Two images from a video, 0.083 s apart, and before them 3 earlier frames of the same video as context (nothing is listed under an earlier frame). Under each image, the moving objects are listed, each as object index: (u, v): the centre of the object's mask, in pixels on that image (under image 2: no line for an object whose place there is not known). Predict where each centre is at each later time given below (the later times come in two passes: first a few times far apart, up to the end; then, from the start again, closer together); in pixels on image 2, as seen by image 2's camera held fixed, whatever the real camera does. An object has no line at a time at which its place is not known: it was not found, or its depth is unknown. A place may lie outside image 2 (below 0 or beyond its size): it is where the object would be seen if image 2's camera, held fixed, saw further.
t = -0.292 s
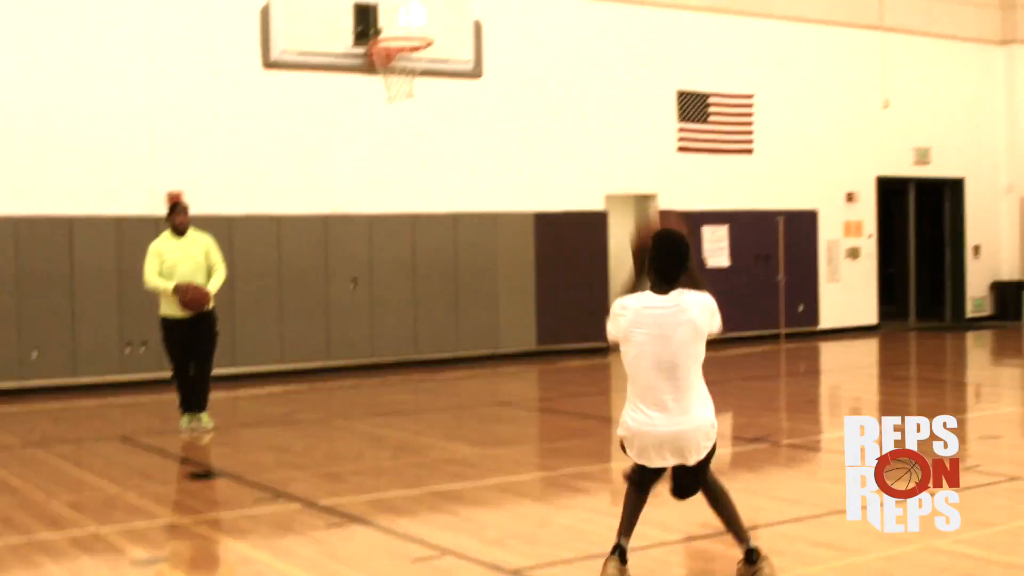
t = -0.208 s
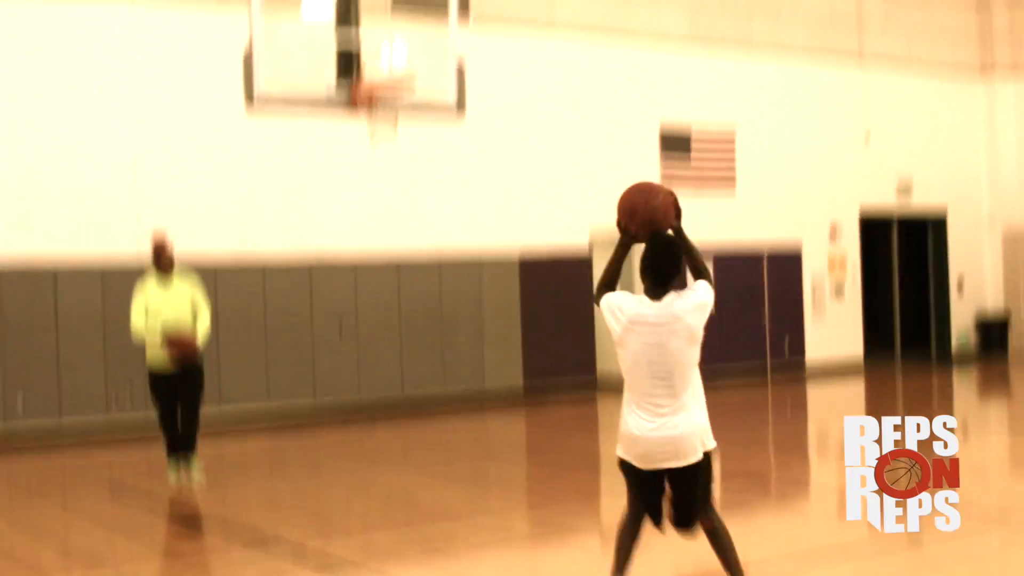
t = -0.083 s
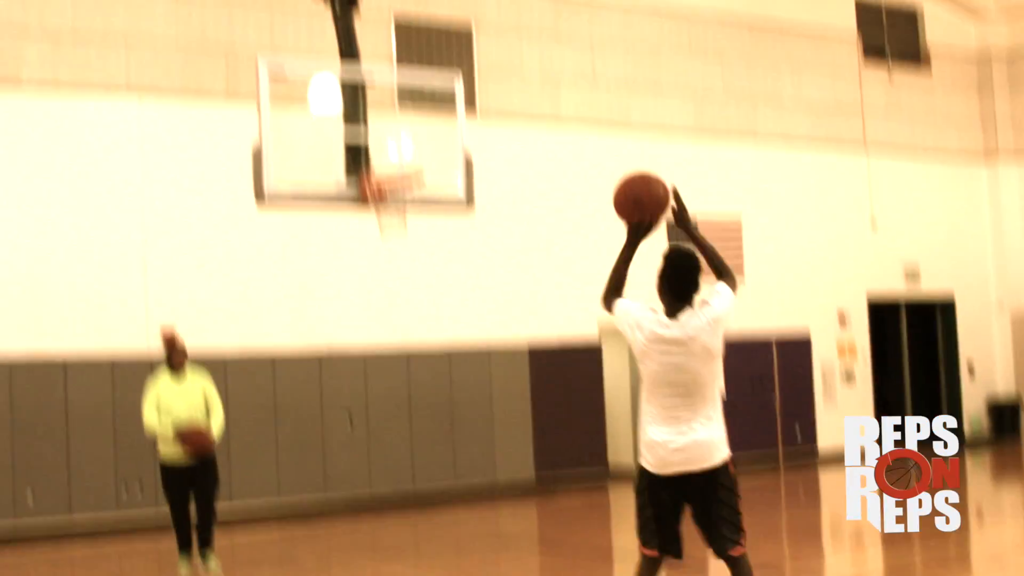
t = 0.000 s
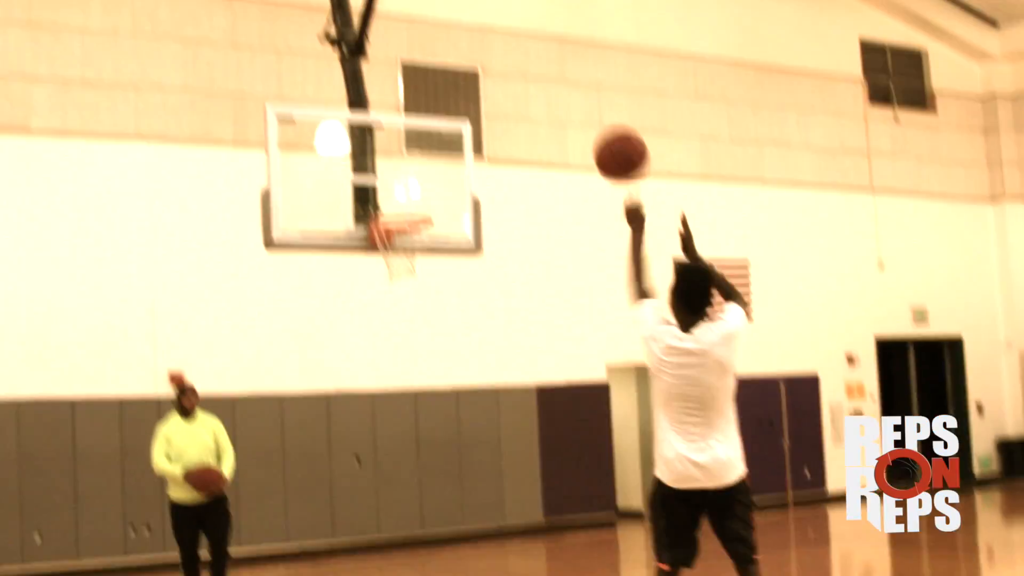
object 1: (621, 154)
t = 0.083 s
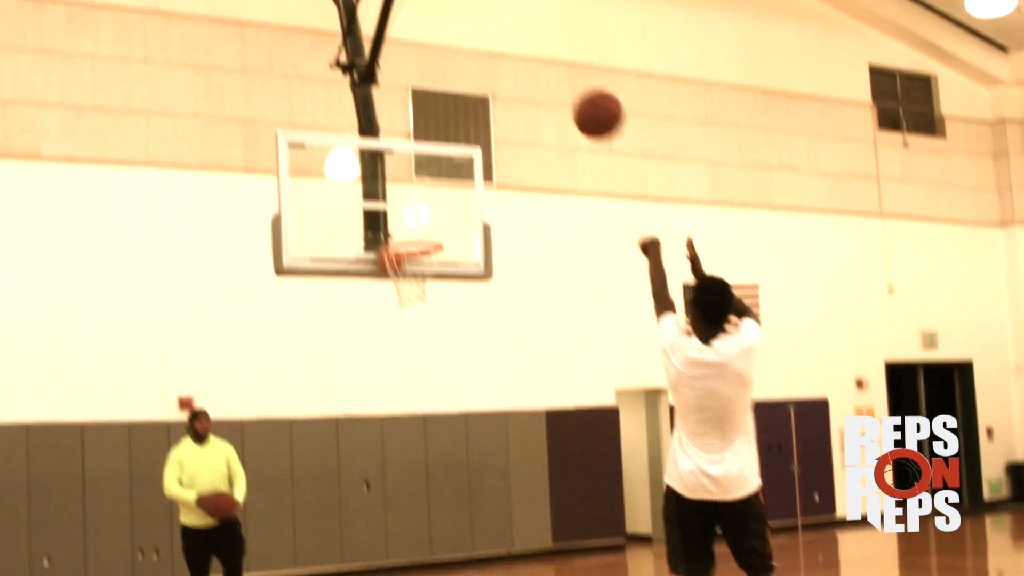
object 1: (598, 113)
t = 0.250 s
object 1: (544, 39)
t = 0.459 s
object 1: (495, 28)
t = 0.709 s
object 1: (452, 95)
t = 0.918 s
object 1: (427, 202)
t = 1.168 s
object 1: (412, 304)
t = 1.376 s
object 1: (414, 408)
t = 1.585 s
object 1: (421, 576)
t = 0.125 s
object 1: (583, 88)
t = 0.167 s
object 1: (569, 68)
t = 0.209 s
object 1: (556, 52)
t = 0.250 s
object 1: (544, 39)
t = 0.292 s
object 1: (533, 30)
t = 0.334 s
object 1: (522, 25)
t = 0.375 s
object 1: (513, 23)
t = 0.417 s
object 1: (504, 24)
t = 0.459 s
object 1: (495, 28)
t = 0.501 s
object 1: (487, 33)
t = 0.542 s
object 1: (479, 42)
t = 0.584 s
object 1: (472, 52)
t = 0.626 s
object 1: (465, 64)
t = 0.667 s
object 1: (459, 78)
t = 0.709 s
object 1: (452, 95)
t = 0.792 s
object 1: (442, 131)
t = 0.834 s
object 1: (436, 157)
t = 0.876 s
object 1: (432, 174)
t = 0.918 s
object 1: (427, 202)
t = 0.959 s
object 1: (422, 227)
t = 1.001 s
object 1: (418, 245)
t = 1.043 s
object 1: (411, 264)
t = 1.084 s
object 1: (412, 279)
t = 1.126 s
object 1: (412, 290)
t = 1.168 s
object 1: (412, 304)
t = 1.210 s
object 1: (412, 320)
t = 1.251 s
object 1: (412, 339)
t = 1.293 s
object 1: (413, 359)
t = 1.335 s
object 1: (413, 382)
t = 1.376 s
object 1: (414, 408)
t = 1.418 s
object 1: (415, 437)
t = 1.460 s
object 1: (415, 468)
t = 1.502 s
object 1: (418, 501)
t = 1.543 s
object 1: (420, 536)
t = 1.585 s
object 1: (421, 576)
